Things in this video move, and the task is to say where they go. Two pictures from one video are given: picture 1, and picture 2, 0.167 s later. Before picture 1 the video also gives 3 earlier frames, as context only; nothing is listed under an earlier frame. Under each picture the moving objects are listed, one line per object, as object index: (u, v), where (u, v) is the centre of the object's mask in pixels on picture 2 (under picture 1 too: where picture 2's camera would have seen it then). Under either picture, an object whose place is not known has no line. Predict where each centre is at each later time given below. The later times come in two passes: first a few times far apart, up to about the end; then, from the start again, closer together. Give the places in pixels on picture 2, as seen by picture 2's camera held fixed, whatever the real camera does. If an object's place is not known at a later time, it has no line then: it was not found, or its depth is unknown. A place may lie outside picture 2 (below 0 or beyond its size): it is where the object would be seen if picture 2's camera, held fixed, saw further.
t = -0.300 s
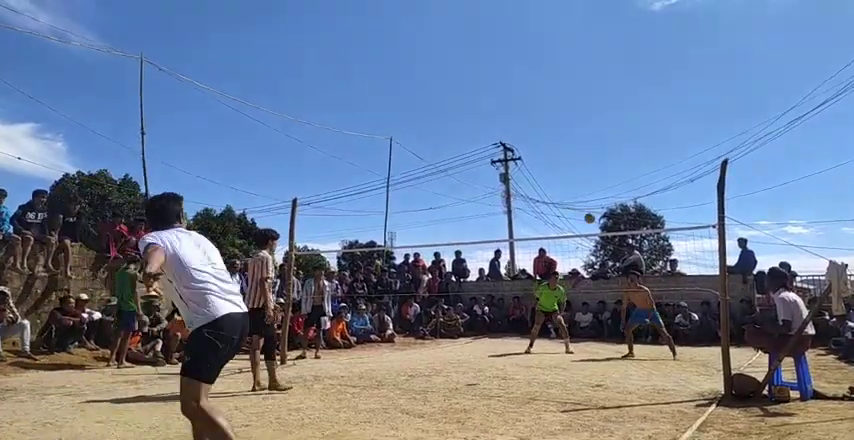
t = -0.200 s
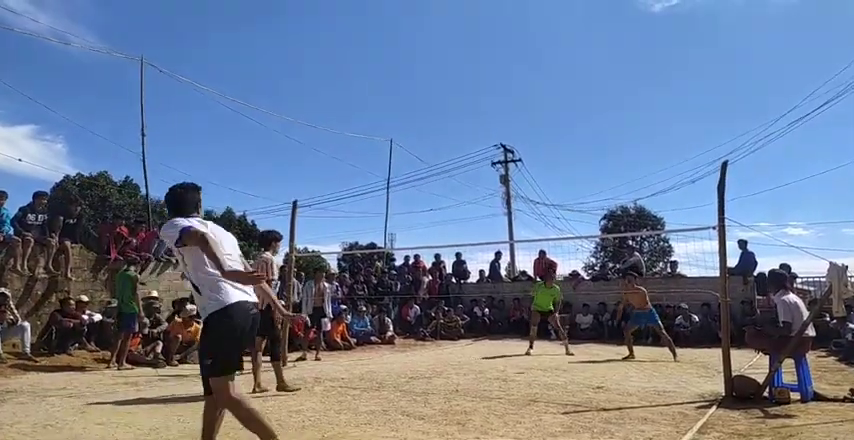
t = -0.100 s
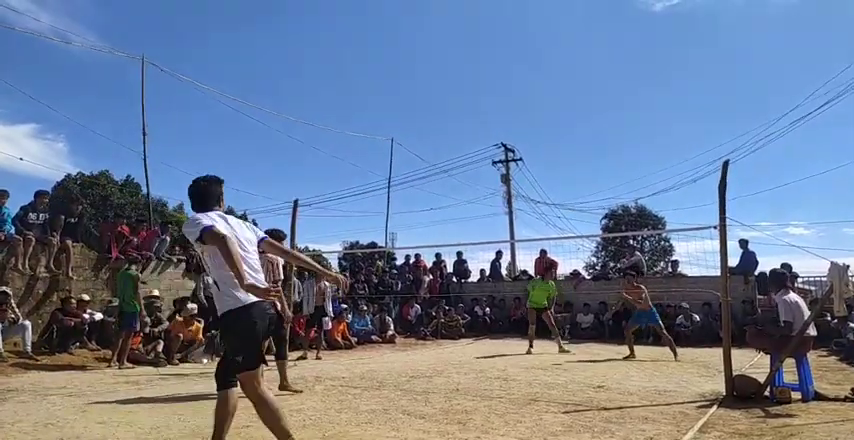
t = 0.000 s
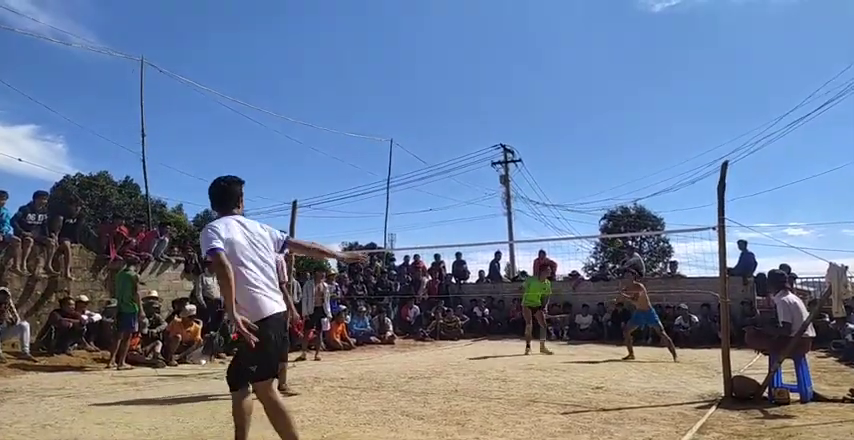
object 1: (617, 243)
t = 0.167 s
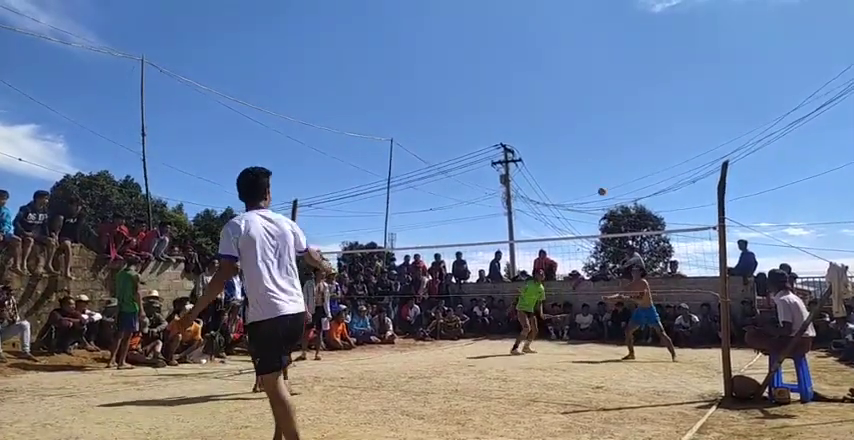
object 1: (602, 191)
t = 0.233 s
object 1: (594, 176)
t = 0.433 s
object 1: (578, 146)
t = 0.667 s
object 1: (559, 140)
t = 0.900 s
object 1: (542, 161)
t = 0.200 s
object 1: (598, 183)
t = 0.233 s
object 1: (594, 176)
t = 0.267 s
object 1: (592, 169)
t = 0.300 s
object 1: (589, 163)
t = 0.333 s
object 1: (586, 158)
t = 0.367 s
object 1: (583, 153)
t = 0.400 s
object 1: (580, 149)
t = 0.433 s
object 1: (578, 146)
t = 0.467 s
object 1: (575, 143)
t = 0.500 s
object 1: (572, 141)
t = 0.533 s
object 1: (569, 140)
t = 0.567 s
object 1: (567, 139)
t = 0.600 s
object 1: (564, 138)
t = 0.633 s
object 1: (561, 138)
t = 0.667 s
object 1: (559, 140)
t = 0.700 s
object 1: (557, 141)
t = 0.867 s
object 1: (544, 156)
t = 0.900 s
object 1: (542, 161)
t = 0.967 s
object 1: (538, 172)
